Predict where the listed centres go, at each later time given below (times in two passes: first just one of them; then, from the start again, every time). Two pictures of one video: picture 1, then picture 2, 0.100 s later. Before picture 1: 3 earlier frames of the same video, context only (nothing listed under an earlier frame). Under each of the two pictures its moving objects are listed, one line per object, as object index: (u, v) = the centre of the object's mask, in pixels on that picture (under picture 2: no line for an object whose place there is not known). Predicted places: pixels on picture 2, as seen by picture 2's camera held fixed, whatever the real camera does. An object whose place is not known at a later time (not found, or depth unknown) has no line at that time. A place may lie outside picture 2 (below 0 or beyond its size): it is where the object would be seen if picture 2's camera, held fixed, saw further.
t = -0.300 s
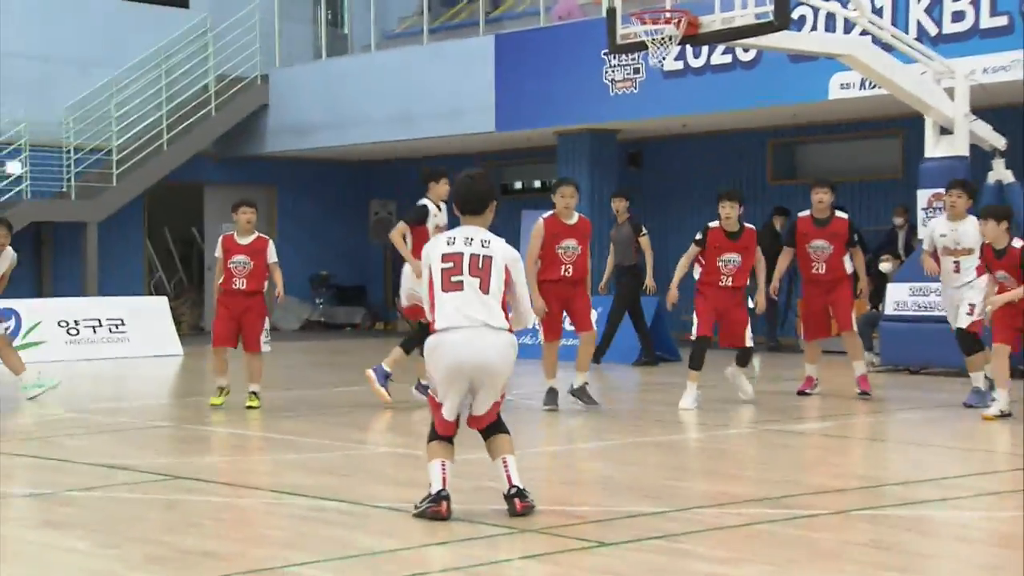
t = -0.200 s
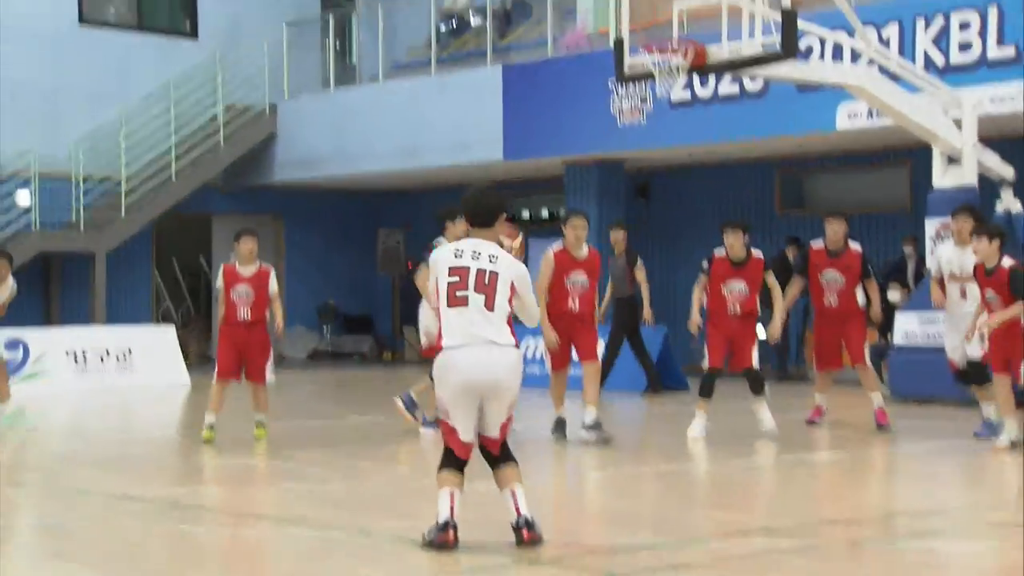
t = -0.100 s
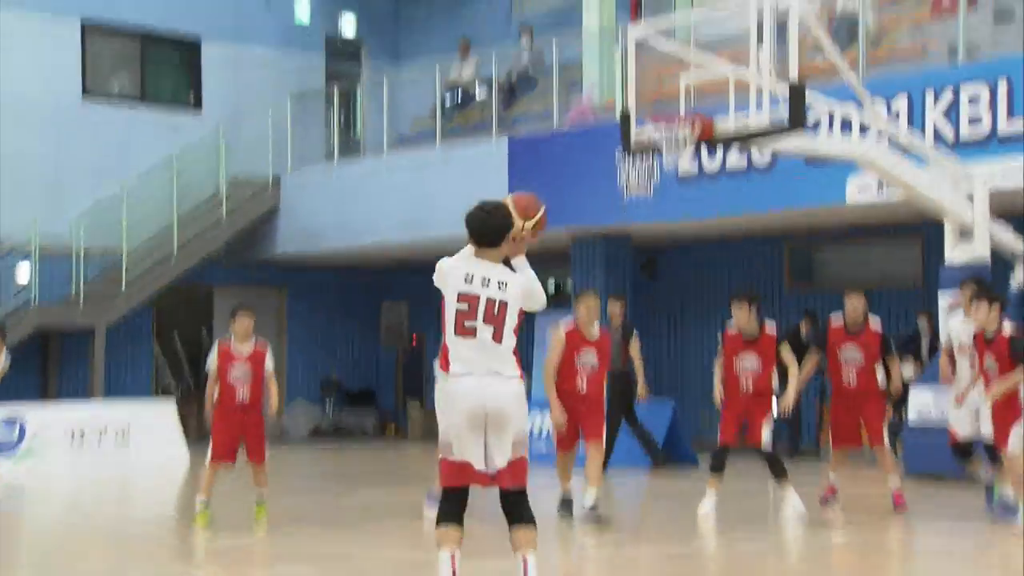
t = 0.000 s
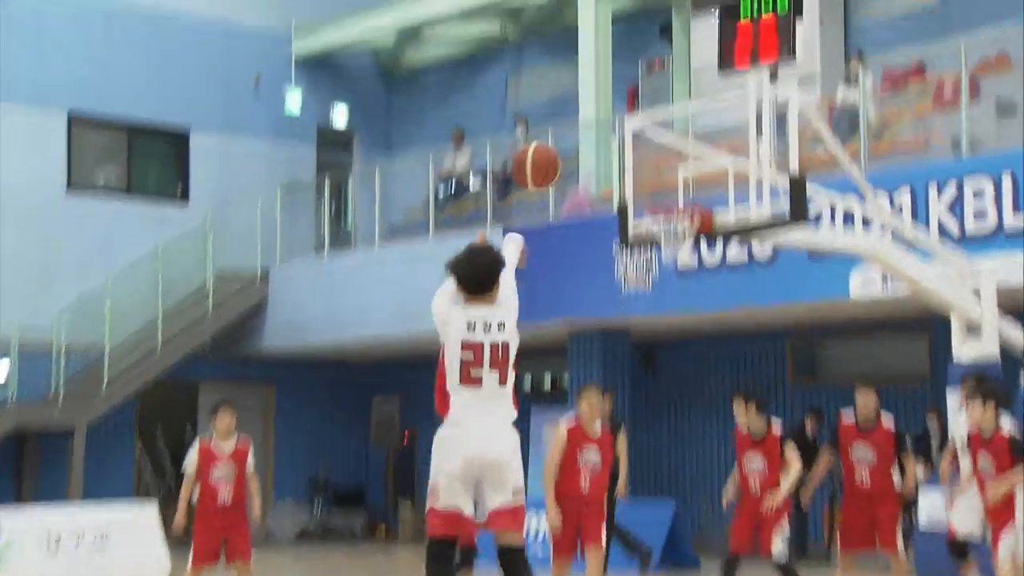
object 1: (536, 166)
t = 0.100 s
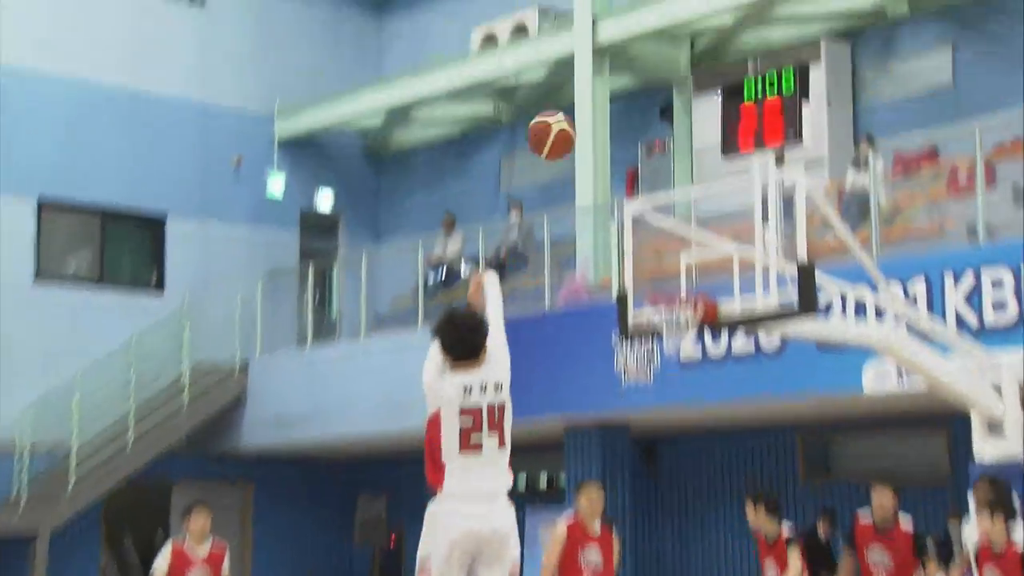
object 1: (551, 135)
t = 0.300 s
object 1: (585, -7)
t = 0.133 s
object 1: (557, 103)
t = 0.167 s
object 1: (563, 76)
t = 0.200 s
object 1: (569, 51)
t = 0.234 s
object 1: (575, 28)
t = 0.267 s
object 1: (580, 10)
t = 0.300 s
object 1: (585, -7)
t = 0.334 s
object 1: (589, -21)
